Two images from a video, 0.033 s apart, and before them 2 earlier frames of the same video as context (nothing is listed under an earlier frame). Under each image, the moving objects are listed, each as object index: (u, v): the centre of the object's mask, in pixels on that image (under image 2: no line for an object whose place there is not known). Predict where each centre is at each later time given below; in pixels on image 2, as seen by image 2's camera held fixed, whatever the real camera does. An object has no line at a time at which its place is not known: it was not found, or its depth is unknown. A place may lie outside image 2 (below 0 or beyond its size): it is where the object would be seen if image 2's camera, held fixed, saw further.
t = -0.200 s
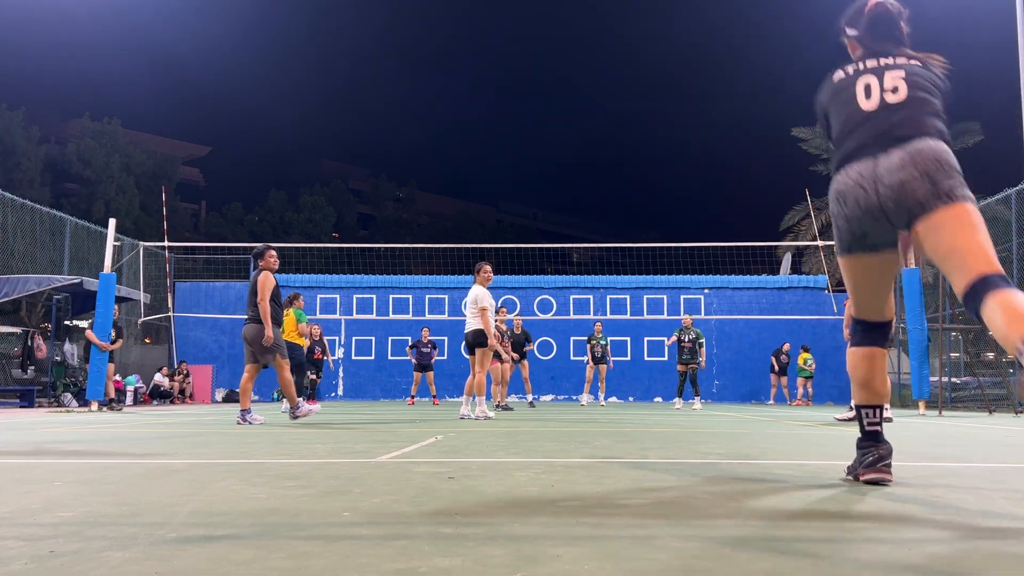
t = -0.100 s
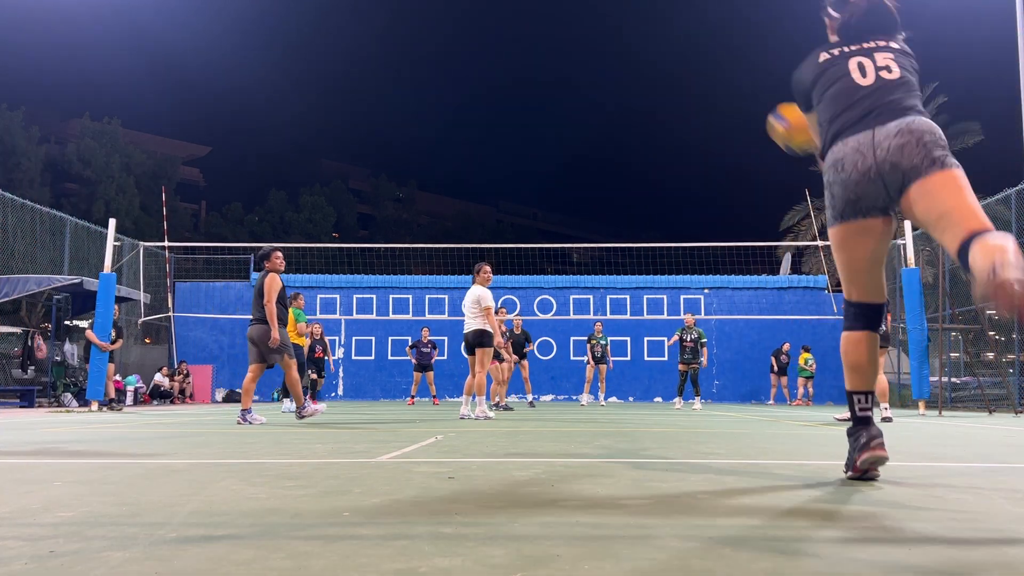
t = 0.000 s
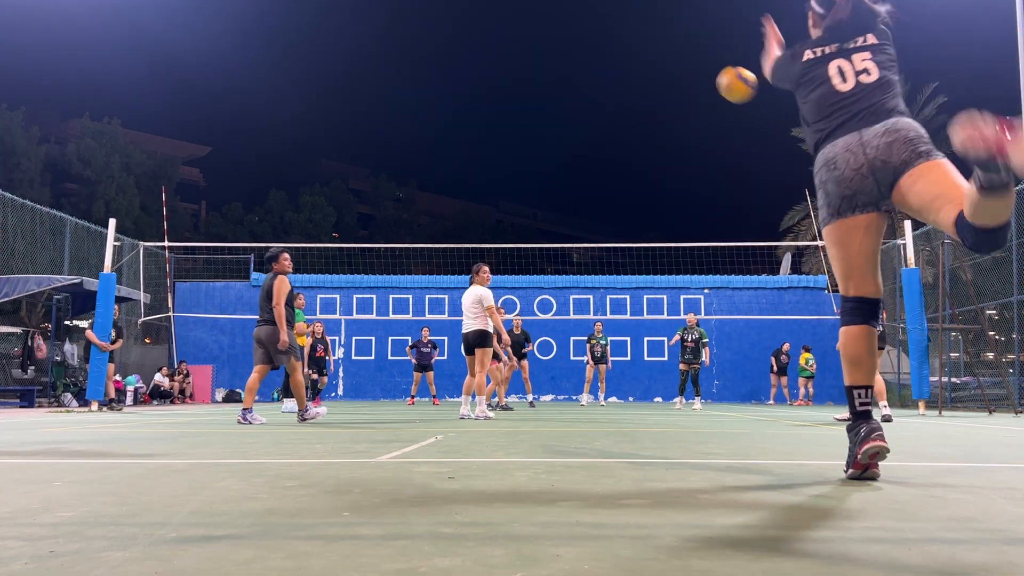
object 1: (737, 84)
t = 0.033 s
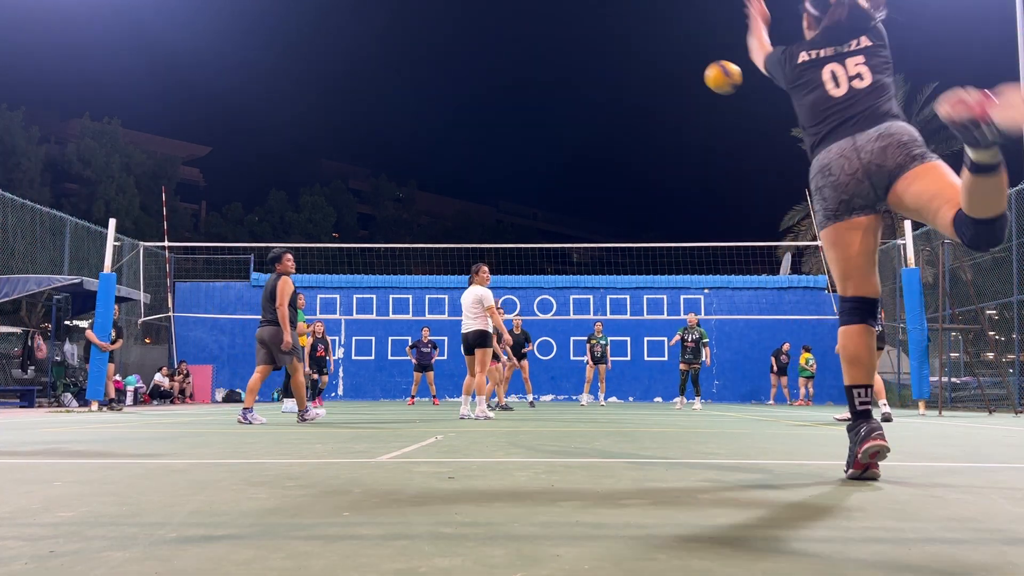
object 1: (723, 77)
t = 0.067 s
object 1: (711, 72)
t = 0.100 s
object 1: (701, 69)
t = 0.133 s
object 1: (692, 69)
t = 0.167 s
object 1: (683, 69)
